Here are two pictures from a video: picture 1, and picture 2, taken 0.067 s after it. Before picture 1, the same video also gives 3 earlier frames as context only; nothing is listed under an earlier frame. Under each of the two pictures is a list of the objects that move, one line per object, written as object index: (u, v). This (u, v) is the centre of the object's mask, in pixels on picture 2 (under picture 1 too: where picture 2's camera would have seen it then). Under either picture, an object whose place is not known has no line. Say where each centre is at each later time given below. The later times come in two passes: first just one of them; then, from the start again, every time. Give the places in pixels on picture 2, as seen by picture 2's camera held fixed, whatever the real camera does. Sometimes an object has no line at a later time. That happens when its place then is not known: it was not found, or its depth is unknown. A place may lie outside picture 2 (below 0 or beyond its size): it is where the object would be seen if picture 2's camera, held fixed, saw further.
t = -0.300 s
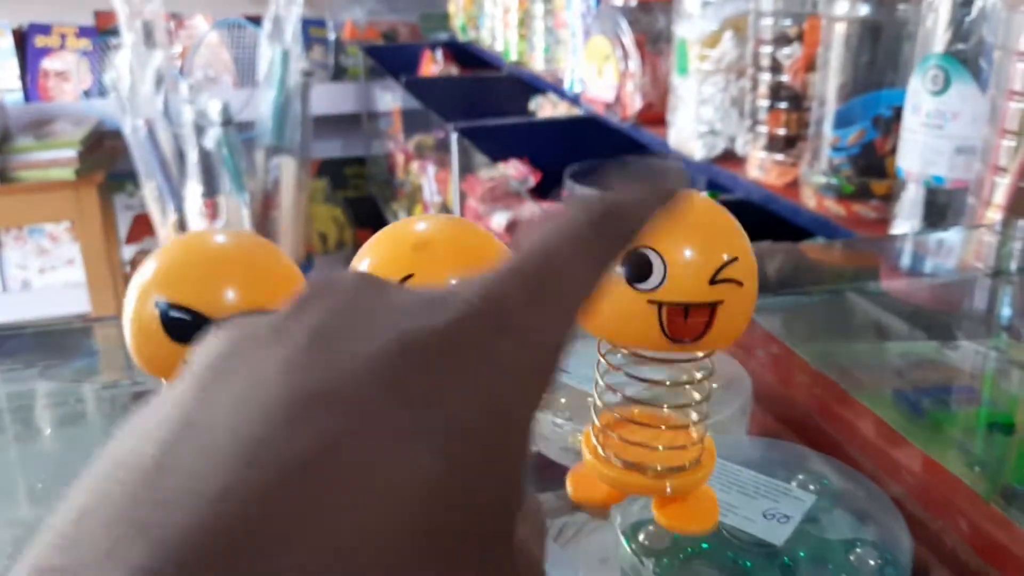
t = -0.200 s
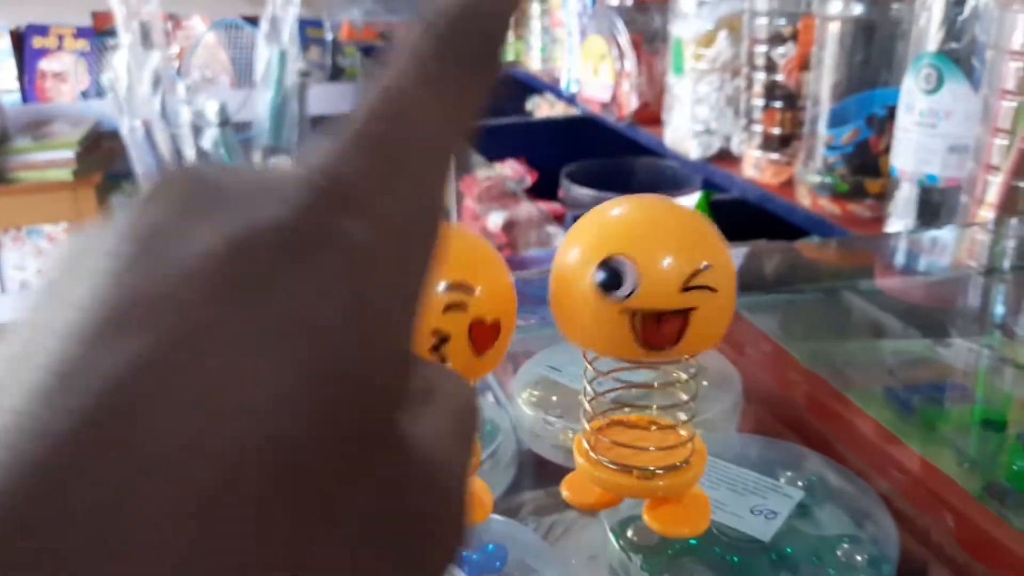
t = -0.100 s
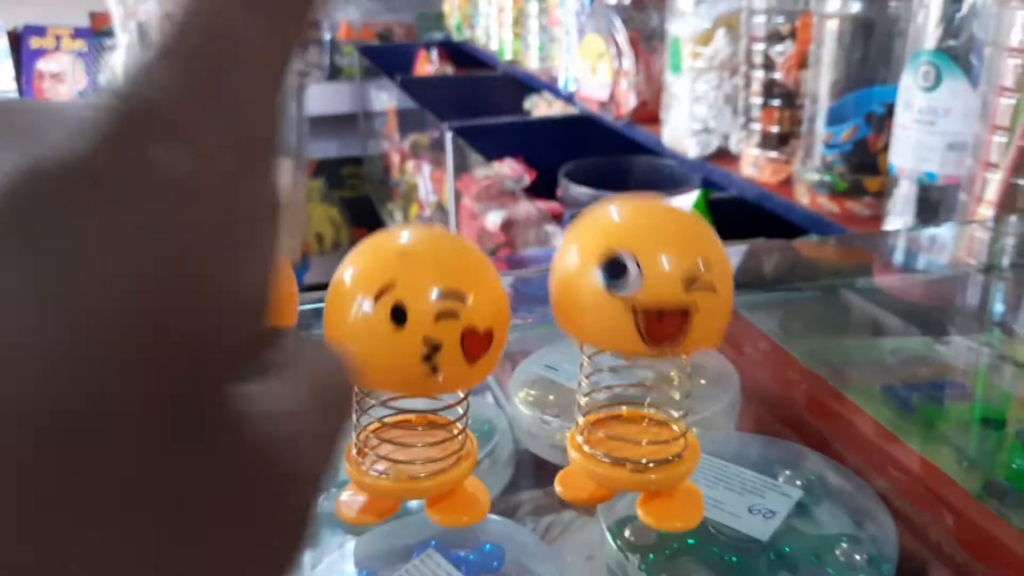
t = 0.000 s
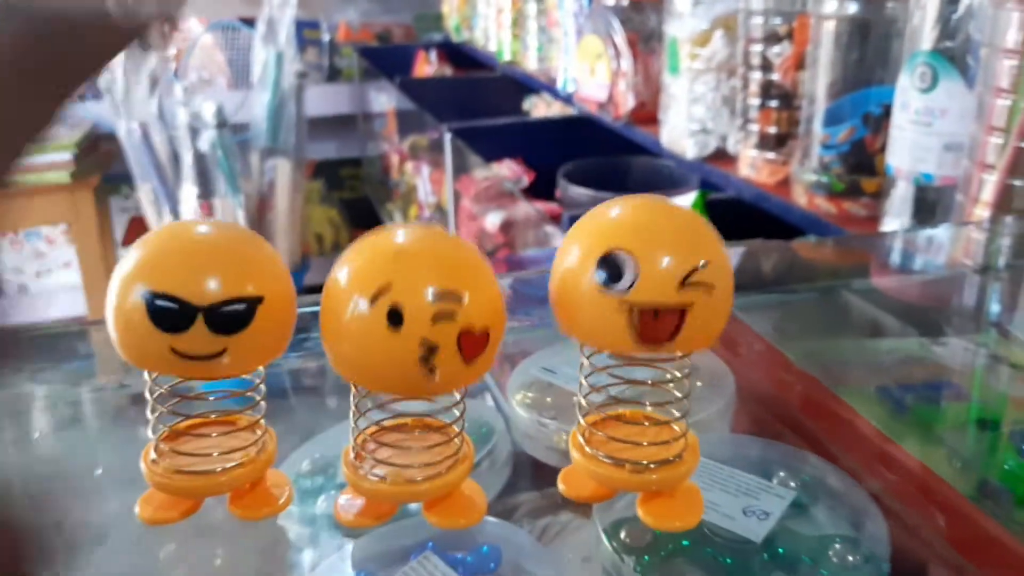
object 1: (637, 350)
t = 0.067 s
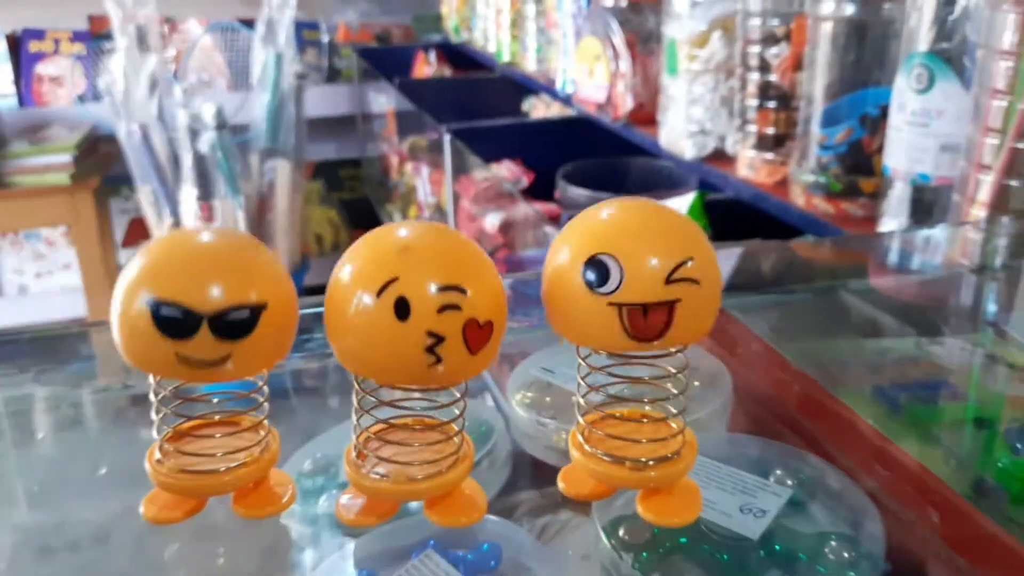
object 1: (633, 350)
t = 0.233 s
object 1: (637, 353)
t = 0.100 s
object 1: (634, 354)
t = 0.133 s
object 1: (637, 361)
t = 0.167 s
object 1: (639, 350)
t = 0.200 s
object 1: (641, 347)
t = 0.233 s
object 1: (637, 353)
